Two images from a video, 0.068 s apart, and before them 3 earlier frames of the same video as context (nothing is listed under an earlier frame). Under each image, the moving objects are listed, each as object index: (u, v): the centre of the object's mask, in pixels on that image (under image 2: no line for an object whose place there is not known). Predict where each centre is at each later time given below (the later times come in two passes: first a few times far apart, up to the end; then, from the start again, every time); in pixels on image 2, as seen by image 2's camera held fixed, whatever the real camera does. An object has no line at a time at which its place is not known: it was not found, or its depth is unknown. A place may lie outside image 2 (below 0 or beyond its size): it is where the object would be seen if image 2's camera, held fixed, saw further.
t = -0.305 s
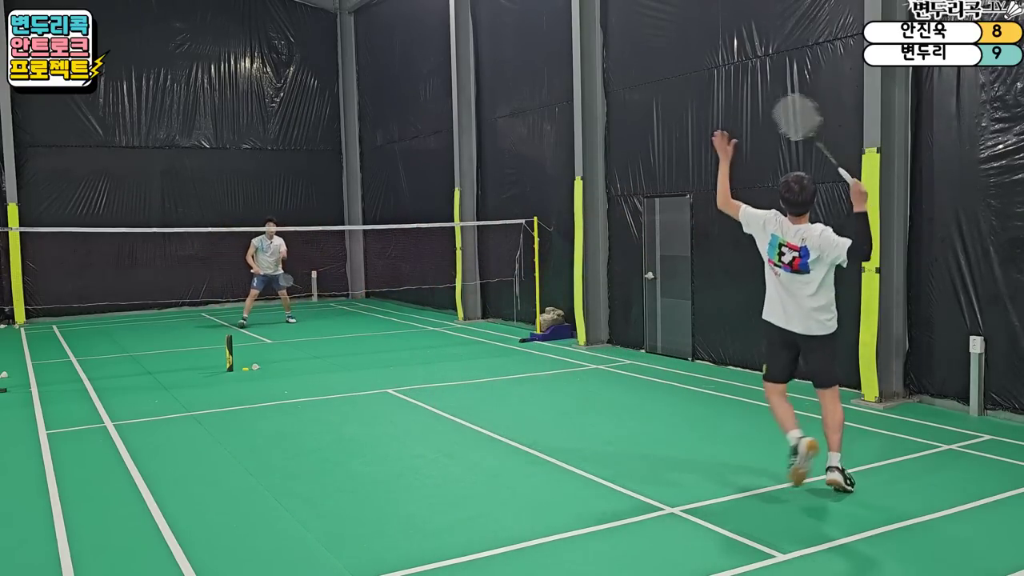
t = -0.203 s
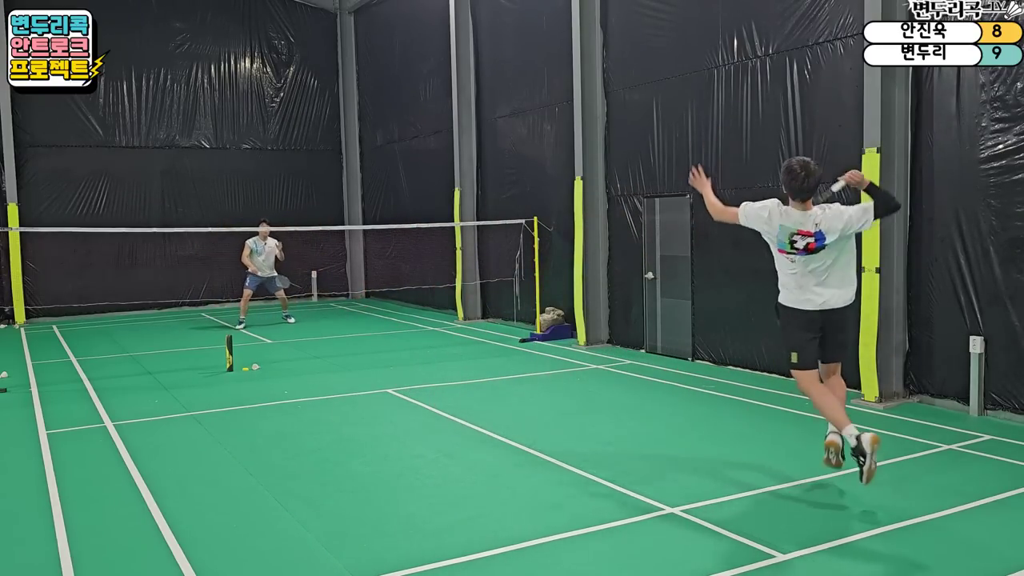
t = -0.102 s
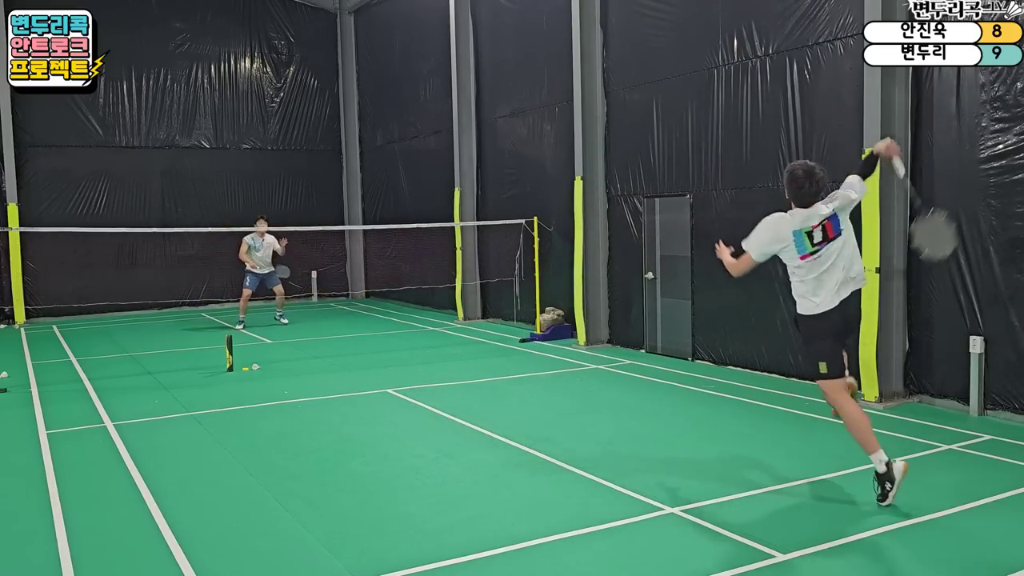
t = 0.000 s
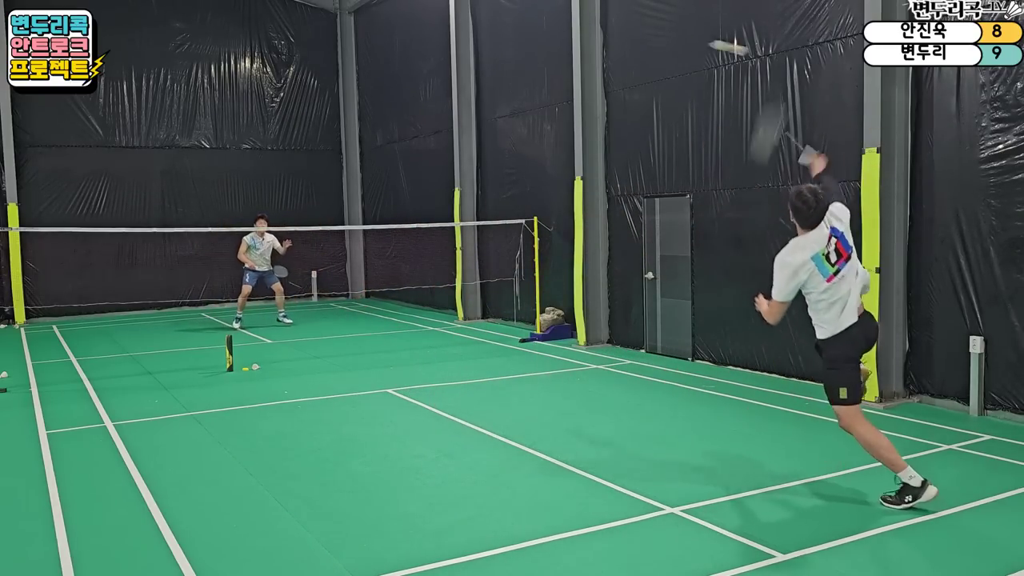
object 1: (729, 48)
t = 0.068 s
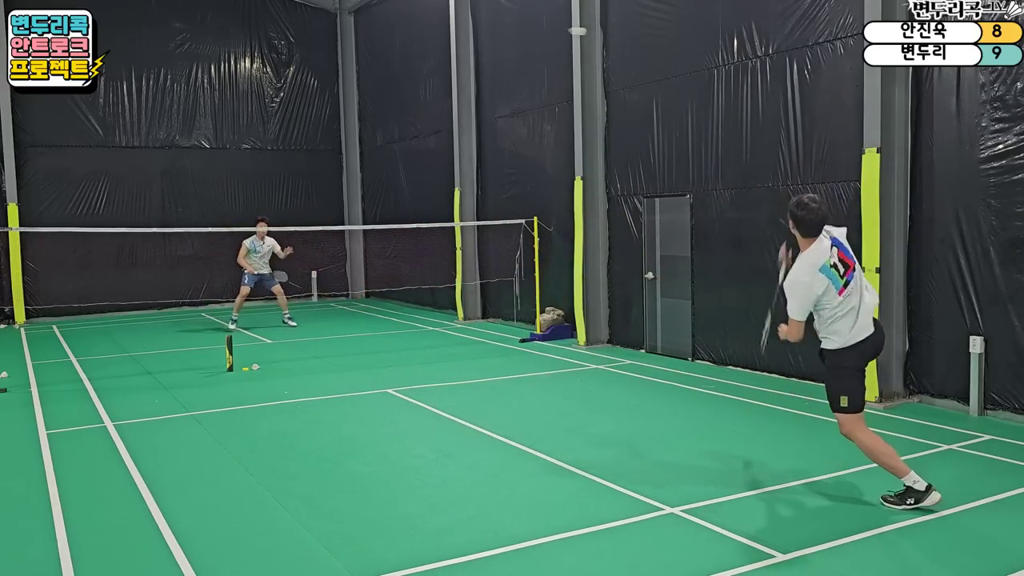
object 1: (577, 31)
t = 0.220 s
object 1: (462, 30)
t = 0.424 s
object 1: (405, 49)
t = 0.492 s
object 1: (391, 60)
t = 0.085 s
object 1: (556, 29)
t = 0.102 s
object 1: (538, 28)
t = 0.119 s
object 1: (523, 28)
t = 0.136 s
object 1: (509, 28)
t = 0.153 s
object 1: (498, 27)
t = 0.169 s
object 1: (487, 28)
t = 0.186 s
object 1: (478, 28)
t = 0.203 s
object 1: (470, 29)
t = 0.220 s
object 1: (462, 30)
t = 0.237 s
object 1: (456, 30)
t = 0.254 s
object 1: (448, 32)
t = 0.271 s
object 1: (443, 33)
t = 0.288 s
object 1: (437, 34)
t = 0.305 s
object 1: (432, 36)
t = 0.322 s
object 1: (427, 37)
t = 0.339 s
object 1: (423, 39)
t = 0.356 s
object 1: (419, 41)
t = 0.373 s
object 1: (415, 43)
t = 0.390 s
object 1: (412, 44)
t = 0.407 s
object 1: (408, 46)
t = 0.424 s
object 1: (405, 49)
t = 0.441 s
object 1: (399, 53)
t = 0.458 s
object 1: (396, 56)
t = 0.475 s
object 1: (394, 58)
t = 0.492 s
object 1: (391, 60)
